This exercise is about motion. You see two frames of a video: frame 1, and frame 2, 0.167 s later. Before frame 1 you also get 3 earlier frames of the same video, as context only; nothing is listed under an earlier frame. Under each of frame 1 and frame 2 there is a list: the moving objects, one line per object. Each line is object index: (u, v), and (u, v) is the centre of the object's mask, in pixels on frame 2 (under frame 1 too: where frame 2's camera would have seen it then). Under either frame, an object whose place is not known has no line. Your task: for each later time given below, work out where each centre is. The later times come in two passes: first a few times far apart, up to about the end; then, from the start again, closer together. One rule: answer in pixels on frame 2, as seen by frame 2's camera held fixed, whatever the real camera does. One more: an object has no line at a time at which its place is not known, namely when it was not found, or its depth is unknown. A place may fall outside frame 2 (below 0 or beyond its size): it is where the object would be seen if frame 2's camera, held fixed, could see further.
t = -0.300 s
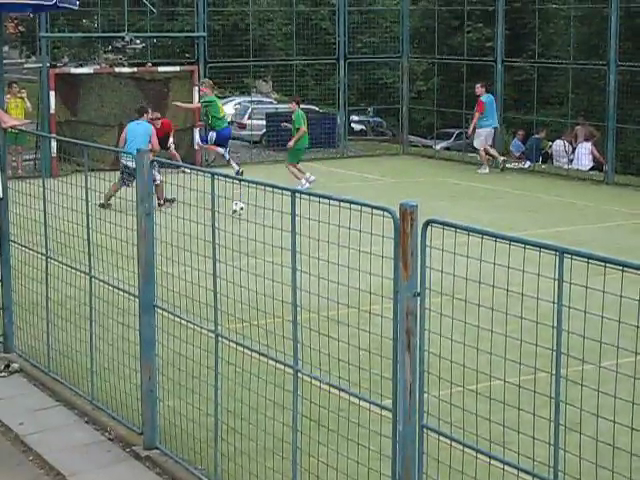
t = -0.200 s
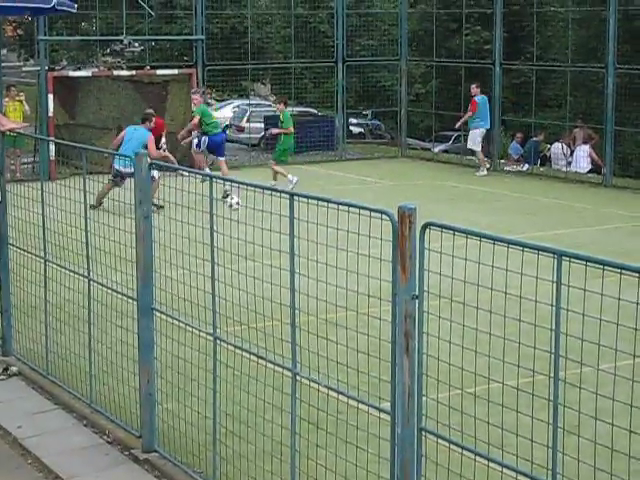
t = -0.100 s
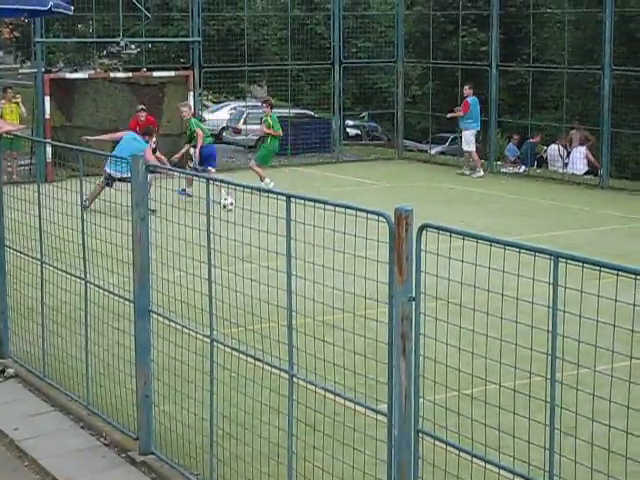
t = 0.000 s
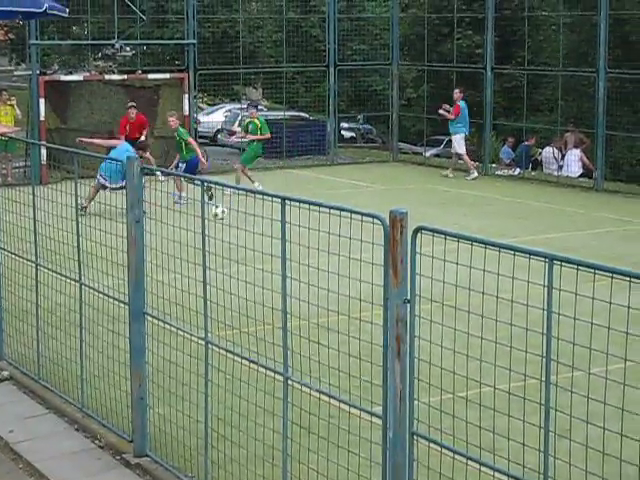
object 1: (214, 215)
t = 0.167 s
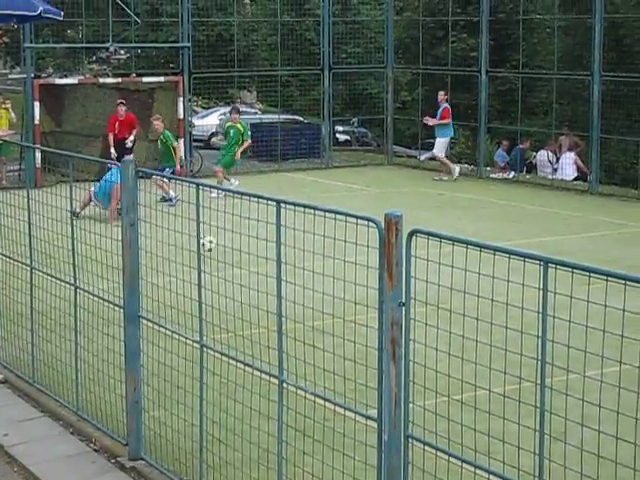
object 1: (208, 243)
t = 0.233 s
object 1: (205, 256)
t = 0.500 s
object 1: (190, 268)
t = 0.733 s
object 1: (175, 285)
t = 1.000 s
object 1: (156, 310)
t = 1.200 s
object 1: (145, 329)
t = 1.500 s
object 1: (111, 368)
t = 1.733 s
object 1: (89, 395)
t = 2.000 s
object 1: (147, 416)
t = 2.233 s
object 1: (194, 434)
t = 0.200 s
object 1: (207, 252)
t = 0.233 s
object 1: (205, 256)
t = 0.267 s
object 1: (205, 253)
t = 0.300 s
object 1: (202, 252)
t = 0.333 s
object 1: (200, 253)
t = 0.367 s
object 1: (197, 254)
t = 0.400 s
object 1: (194, 256)
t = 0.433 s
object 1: (193, 259)
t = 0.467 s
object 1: (191, 263)
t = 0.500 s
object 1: (190, 268)
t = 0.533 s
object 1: (188, 274)
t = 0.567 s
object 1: (185, 280)
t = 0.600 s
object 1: (183, 280)
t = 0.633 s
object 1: (182, 280)
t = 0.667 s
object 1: (180, 280)
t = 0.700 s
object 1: (178, 282)
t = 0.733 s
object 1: (175, 285)
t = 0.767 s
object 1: (173, 290)
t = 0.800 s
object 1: (170, 296)
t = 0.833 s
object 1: (167, 301)
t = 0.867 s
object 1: (166, 301)
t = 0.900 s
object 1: (163, 301)
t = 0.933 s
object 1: (162, 303)
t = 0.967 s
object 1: (159, 306)
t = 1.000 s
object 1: (156, 310)
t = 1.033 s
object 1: (155, 313)
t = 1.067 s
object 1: (152, 321)
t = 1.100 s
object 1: (149, 322)
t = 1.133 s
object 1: (147, 324)
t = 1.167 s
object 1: (145, 328)
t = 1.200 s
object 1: (145, 329)
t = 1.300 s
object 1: (123, 341)
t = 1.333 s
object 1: (122, 345)
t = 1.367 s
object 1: (119, 351)
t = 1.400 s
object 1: (118, 356)
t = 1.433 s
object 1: (117, 358)
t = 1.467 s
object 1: (115, 363)
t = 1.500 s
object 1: (111, 368)
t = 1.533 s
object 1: (108, 372)
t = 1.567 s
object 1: (105, 375)
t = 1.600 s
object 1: (102, 379)
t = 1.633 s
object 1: (98, 384)
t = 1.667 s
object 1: (95, 386)
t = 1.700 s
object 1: (91, 390)
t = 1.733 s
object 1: (89, 395)
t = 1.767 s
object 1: (86, 401)
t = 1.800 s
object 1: (92, 403)
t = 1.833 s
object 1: (102, 405)
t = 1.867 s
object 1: (111, 408)
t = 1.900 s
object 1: (117, 409)
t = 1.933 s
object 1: (120, 411)
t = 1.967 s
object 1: (144, 413)
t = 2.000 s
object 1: (147, 416)
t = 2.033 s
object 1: (151, 420)
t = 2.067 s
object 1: (156, 423)
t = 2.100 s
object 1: (164, 425)
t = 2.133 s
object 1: (172, 427)
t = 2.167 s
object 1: (178, 429)
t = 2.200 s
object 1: (186, 431)
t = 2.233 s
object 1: (194, 434)
